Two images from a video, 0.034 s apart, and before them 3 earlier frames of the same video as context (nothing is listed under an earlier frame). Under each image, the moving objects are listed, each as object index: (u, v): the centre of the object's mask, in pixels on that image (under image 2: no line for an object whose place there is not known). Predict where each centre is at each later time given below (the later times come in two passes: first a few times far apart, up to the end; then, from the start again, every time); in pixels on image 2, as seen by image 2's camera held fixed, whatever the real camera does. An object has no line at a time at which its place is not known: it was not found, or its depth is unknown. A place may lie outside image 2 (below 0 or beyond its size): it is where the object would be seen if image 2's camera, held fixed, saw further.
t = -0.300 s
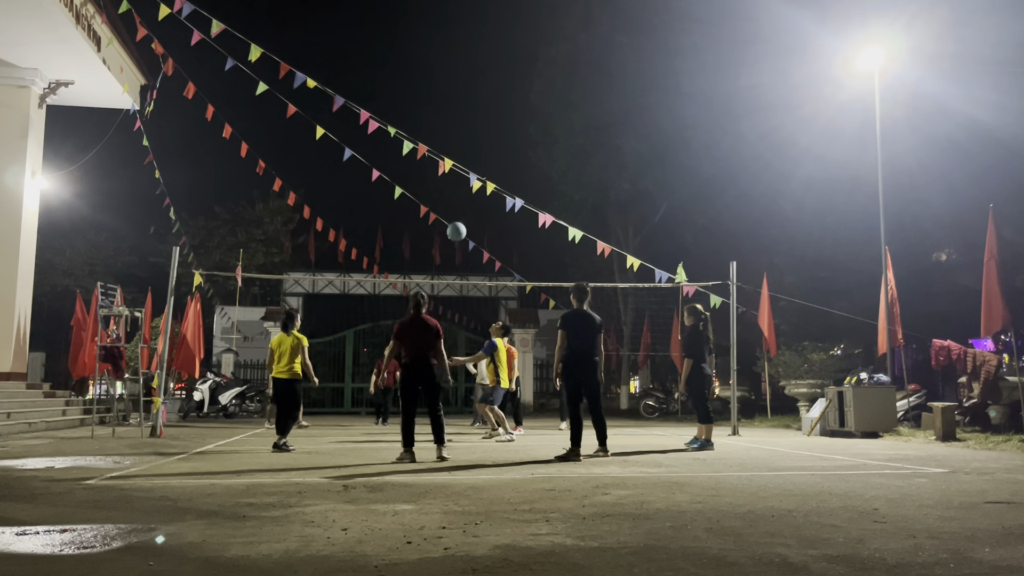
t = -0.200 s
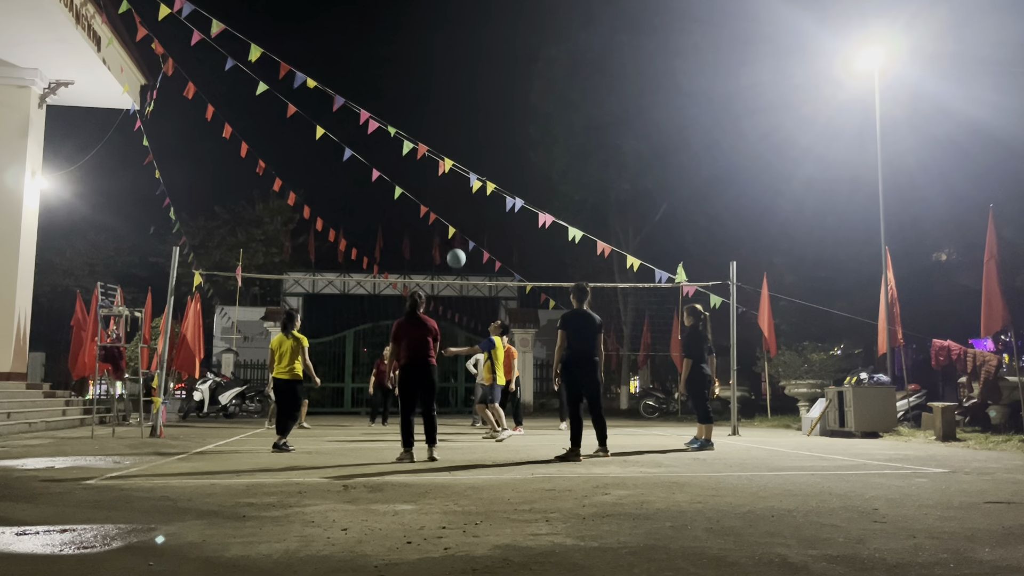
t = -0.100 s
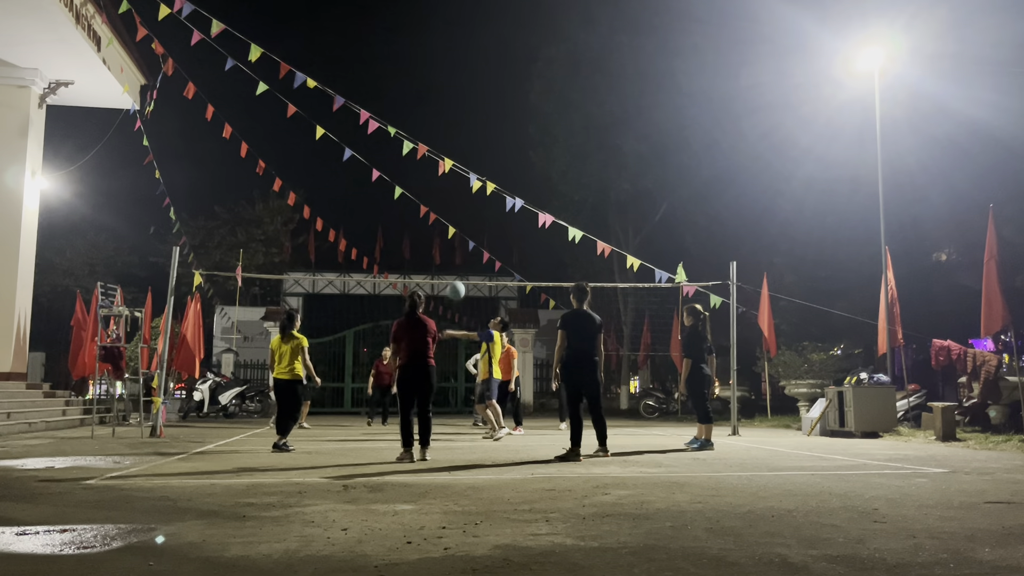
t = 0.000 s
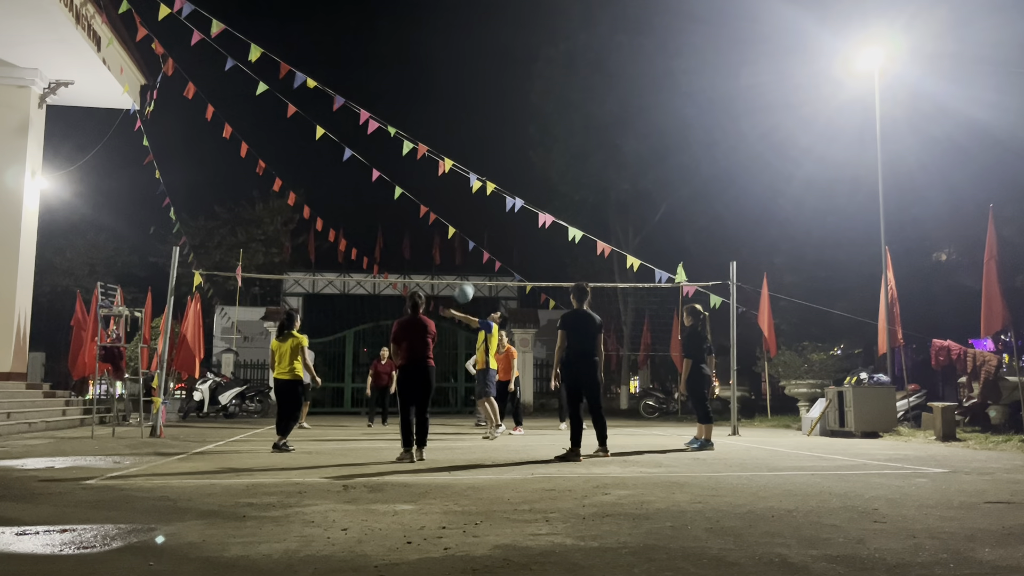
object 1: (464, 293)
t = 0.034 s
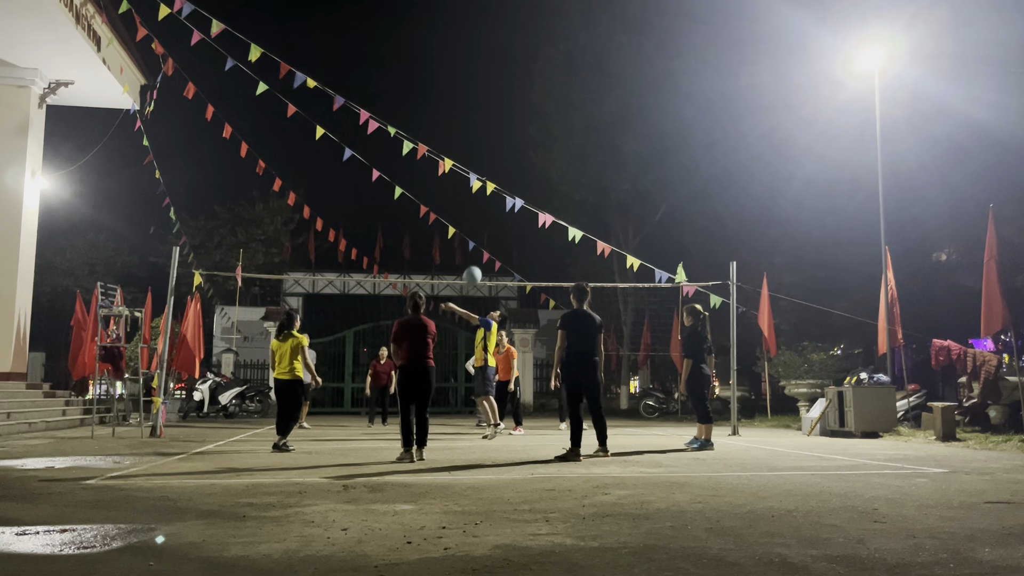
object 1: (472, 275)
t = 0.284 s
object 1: (524, 186)
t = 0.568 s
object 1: (575, 141)
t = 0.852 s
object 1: (626, 155)
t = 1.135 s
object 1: (672, 223)
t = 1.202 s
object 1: (682, 248)
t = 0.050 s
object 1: (476, 268)
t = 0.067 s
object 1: (479, 261)
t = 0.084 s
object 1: (483, 254)
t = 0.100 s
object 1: (487, 247)
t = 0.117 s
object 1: (490, 241)
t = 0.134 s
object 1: (494, 234)
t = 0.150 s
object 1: (497, 228)
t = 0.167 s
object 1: (501, 222)
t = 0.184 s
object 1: (504, 216)
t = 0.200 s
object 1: (507, 211)
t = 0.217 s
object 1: (511, 205)
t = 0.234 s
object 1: (515, 199)
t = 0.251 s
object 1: (518, 195)
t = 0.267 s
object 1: (521, 190)
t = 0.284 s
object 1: (524, 186)
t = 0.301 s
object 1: (527, 182)
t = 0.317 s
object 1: (530, 178)
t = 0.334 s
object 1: (533, 174)
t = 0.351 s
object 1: (536, 170)
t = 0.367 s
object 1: (539, 167)
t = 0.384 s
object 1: (543, 163)
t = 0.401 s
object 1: (546, 160)
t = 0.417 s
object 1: (549, 158)
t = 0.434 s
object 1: (552, 155)
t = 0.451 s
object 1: (555, 153)
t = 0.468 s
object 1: (558, 150)
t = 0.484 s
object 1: (561, 148)
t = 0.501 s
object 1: (564, 146)
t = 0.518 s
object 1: (566, 145)
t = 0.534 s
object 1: (570, 143)
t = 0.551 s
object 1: (573, 142)
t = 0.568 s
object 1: (575, 141)
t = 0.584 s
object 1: (579, 140)
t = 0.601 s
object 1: (582, 139)
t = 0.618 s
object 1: (584, 139)
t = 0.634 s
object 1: (588, 139)
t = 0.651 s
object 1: (590, 139)
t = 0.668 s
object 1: (593, 139)
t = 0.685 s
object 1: (597, 140)
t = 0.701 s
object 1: (599, 140)
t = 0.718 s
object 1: (602, 141)
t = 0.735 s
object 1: (605, 142)
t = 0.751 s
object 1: (608, 143)
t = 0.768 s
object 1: (611, 145)
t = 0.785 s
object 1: (614, 146)
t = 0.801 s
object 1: (617, 148)
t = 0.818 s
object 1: (620, 150)
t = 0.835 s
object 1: (623, 152)
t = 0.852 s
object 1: (626, 155)
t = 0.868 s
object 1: (628, 157)
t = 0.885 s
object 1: (631, 160)
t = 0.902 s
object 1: (634, 163)
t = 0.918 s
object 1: (636, 165)
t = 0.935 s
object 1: (640, 169)
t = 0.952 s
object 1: (642, 173)
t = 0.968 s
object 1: (645, 176)
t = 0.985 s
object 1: (648, 180)
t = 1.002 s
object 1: (651, 184)
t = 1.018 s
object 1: (653, 188)
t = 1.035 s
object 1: (656, 193)
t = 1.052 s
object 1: (659, 197)
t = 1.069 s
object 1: (661, 202)
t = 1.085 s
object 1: (664, 207)
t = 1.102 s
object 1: (667, 212)
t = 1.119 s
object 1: (669, 217)
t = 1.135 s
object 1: (672, 223)
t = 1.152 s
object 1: (675, 229)
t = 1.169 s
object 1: (677, 235)
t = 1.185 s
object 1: (680, 240)
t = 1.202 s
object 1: (682, 248)
